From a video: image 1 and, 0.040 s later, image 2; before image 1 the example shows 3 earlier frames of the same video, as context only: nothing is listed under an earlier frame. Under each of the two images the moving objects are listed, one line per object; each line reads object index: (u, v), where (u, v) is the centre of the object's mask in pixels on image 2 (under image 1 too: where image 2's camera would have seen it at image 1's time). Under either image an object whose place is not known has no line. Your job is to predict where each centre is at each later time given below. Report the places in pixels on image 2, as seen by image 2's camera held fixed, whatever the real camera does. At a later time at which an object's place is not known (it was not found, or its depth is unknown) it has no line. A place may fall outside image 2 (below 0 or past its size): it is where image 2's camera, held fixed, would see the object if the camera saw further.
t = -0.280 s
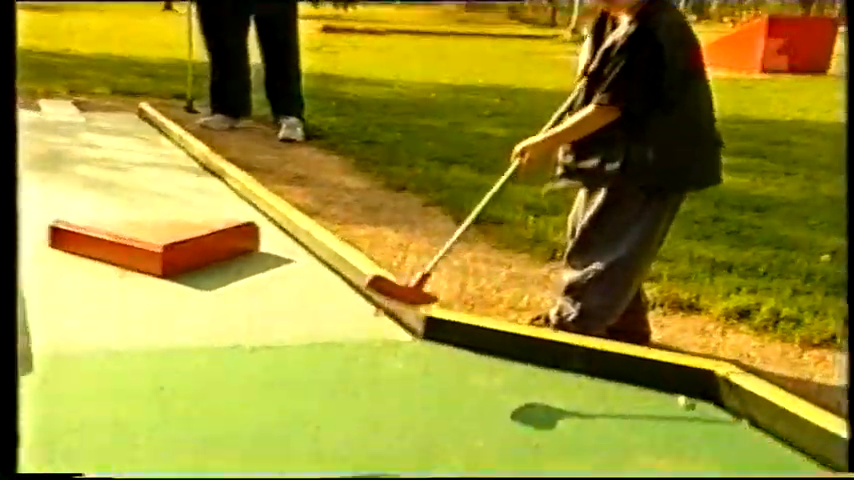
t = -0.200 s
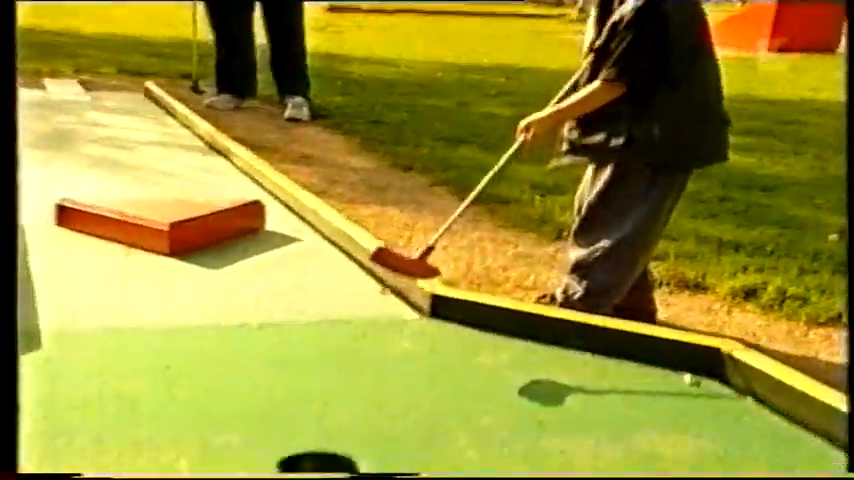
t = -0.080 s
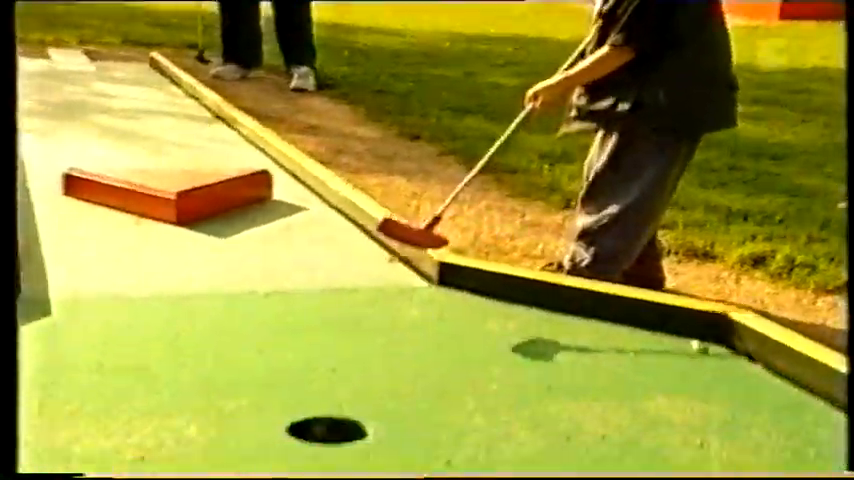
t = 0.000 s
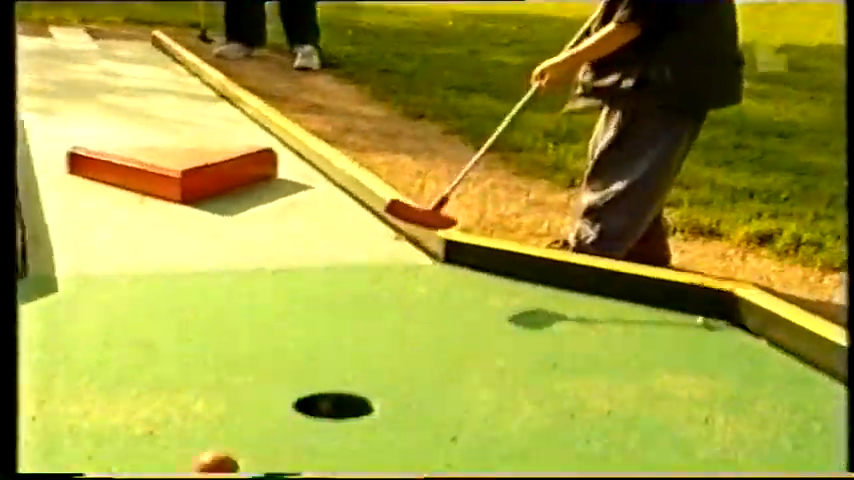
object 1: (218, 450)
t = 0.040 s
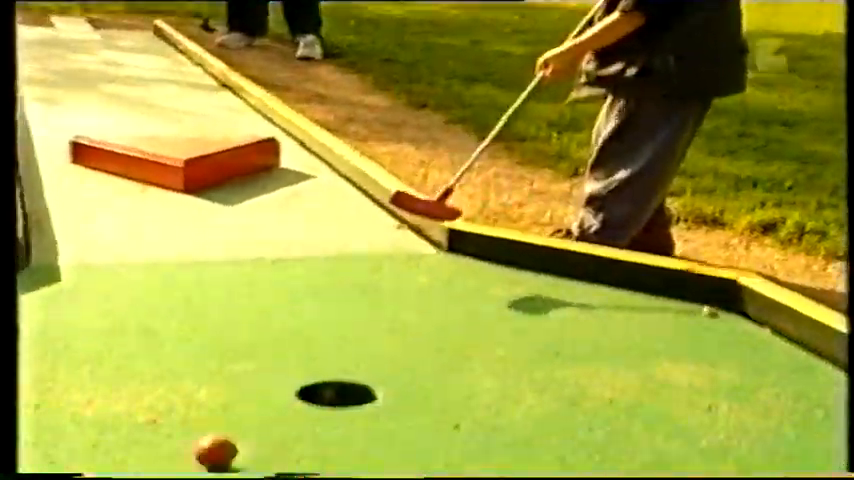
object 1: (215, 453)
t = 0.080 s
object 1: (212, 448)
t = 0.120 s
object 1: (209, 444)
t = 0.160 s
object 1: (205, 441)
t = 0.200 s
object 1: (203, 438)
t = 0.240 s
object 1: (201, 434)
